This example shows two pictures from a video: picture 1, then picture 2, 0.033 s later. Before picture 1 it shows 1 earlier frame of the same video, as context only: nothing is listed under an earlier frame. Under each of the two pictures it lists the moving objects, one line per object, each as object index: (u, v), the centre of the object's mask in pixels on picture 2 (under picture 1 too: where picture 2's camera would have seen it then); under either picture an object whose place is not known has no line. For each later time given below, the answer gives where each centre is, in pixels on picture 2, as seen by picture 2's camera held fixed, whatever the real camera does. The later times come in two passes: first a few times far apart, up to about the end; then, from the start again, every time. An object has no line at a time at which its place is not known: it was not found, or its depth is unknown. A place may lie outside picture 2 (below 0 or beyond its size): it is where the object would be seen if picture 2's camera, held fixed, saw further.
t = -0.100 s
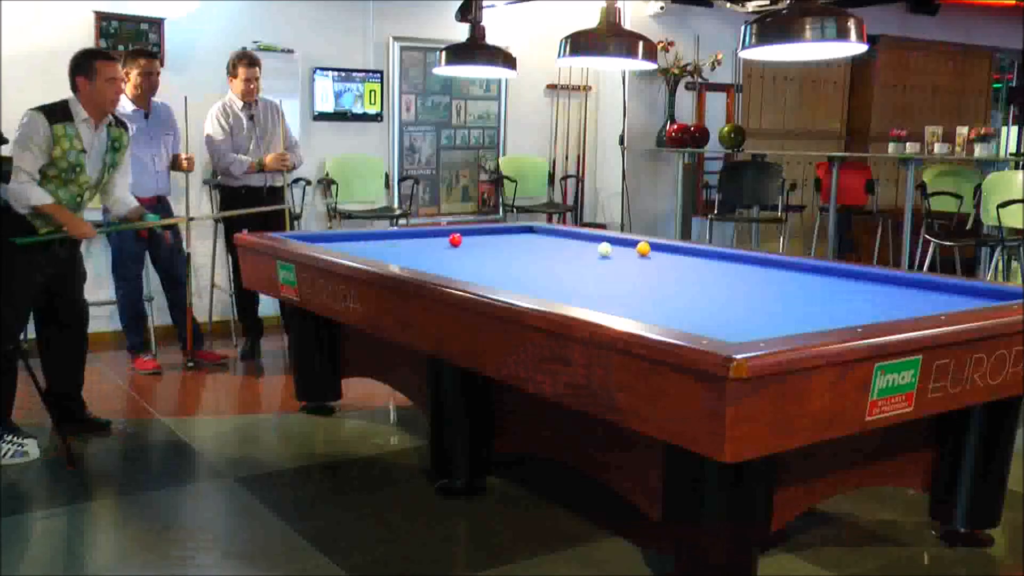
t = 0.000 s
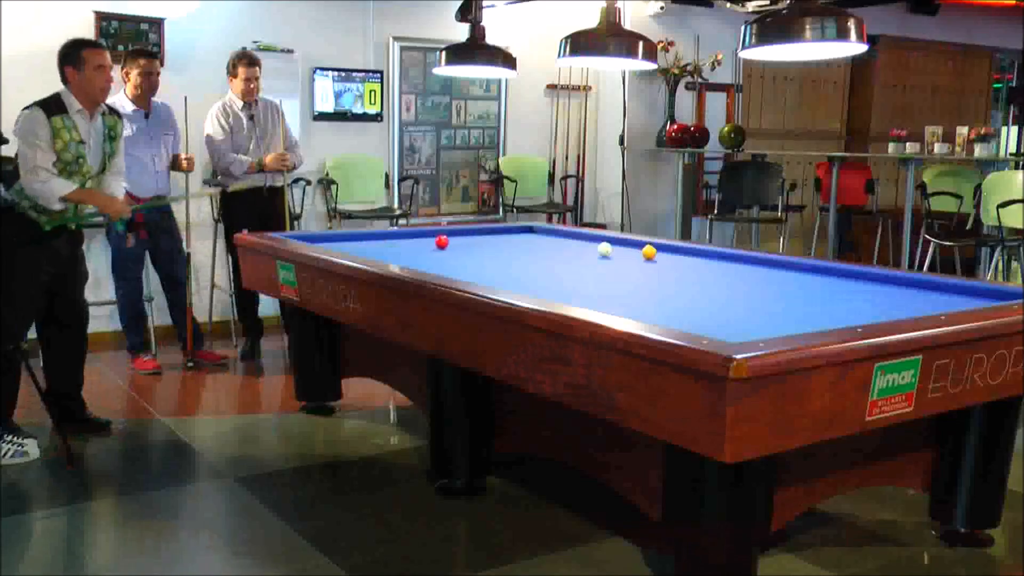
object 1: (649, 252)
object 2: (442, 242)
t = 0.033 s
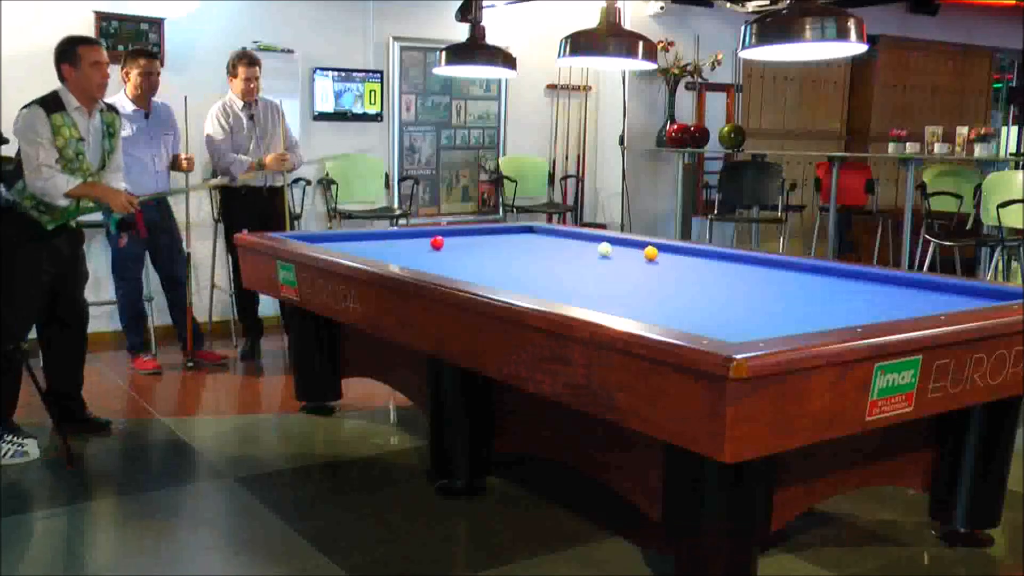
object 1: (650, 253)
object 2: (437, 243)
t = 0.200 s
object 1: (661, 260)
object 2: (413, 247)
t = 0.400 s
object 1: (674, 268)
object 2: (382, 251)
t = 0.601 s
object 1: (690, 277)
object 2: (371, 253)
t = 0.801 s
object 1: (708, 288)
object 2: (401, 255)
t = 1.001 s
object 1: (728, 300)
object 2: (429, 255)
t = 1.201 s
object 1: (752, 315)
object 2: (457, 254)
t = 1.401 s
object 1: (779, 327)
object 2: (484, 254)
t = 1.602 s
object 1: (714, 327)
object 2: (510, 254)
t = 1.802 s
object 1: (676, 320)
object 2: (535, 254)
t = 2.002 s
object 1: (665, 313)
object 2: (560, 254)
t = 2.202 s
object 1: (656, 305)
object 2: (584, 254)
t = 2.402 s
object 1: (648, 298)
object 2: (608, 254)
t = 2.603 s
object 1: (641, 291)
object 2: (631, 254)
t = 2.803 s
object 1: (634, 285)
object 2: (653, 254)
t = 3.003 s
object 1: (628, 279)
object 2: (674, 253)
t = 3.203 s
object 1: (623, 274)
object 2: (695, 253)
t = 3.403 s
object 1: (618, 269)
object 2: (715, 254)
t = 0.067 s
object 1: (653, 255)
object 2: (432, 243)
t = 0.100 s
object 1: (655, 256)
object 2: (427, 245)
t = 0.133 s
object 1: (657, 257)
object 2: (423, 245)
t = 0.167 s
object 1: (659, 258)
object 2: (418, 246)
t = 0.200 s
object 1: (661, 260)
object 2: (413, 247)
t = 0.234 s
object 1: (663, 261)
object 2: (408, 247)
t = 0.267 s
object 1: (665, 263)
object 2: (403, 248)
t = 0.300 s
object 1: (667, 264)
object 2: (398, 249)
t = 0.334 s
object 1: (670, 265)
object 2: (392, 250)
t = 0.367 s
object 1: (672, 266)
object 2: (387, 251)
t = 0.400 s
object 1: (674, 268)
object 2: (382, 251)
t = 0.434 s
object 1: (677, 269)
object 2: (376, 252)
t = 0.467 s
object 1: (679, 271)
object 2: (371, 252)
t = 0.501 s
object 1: (682, 272)
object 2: (365, 252)
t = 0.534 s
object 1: (685, 274)
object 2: (360, 252)
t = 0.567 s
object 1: (687, 276)
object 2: (364, 252)
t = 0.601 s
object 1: (690, 277)
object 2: (371, 253)
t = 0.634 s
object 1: (693, 279)
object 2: (376, 253)
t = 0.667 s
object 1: (696, 281)
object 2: (382, 254)
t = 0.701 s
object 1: (699, 283)
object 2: (387, 254)
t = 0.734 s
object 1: (702, 284)
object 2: (392, 255)
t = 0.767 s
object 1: (705, 286)
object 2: (397, 255)
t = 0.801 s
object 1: (708, 288)
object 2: (401, 255)
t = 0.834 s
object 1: (711, 290)
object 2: (406, 255)
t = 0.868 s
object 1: (714, 292)
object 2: (411, 255)
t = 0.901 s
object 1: (718, 294)
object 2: (415, 255)
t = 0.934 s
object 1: (721, 296)
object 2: (420, 255)
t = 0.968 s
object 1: (724, 298)
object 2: (425, 255)
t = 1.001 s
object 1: (728, 300)
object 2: (429, 255)
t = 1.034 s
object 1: (732, 302)
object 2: (434, 255)
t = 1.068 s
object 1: (735, 305)
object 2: (439, 254)
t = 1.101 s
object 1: (739, 307)
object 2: (443, 254)
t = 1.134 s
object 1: (743, 310)
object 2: (448, 255)
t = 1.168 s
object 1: (747, 312)
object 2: (452, 254)
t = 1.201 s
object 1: (752, 315)
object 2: (457, 254)
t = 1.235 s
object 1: (756, 317)
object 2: (461, 254)
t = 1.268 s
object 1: (760, 320)
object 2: (466, 254)
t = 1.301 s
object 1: (765, 323)
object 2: (470, 254)
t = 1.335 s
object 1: (770, 324)
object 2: (475, 254)
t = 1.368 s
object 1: (774, 326)
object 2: (479, 254)
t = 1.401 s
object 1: (779, 327)
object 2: (484, 254)
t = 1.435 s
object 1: (781, 328)
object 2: (488, 254)
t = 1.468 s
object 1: (765, 329)
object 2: (493, 254)
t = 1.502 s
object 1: (751, 329)
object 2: (497, 254)
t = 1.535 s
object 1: (738, 330)
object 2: (501, 254)
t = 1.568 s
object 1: (726, 329)
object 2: (506, 254)
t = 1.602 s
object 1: (714, 327)
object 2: (510, 254)
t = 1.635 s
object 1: (702, 326)
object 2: (514, 254)
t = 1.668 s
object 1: (690, 325)
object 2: (519, 254)
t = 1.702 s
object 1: (680, 323)
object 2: (523, 254)
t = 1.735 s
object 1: (679, 322)
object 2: (527, 254)
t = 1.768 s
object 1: (678, 321)
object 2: (531, 254)
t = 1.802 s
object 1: (676, 320)
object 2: (535, 254)
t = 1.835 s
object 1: (674, 319)
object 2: (540, 254)
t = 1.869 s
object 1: (672, 318)
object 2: (544, 254)
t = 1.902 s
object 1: (671, 317)
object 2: (548, 254)
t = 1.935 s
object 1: (669, 316)
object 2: (552, 254)
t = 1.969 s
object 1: (667, 314)
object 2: (556, 254)
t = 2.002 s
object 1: (665, 313)
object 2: (560, 254)
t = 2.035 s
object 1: (664, 312)
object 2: (564, 254)
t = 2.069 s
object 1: (662, 311)
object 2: (568, 254)
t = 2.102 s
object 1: (661, 309)
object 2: (573, 254)
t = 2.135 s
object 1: (659, 308)
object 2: (576, 254)
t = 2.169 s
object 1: (658, 307)
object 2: (580, 254)
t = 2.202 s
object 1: (656, 305)
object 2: (584, 254)
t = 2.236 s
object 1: (655, 304)
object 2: (588, 254)
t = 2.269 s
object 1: (653, 303)
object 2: (592, 254)
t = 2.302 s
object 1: (652, 301)
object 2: (596, 254)
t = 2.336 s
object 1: (651, 300)
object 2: (600, 254)
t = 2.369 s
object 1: (649, 299)
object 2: (604, 254)
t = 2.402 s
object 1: (648, 298)
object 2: (608, 254)
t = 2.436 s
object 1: (647, 296)
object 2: (612, 254)
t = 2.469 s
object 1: (646, 295)
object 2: (616, 254)
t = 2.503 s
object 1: (644, 294)
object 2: (619, 254)
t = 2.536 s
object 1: (643, 293)
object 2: (623, 254)
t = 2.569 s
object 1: (642, 292)
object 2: (627, 254)
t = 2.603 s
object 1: (641, 291)
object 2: (631, 254)
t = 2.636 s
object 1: (640, 290)
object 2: (634, 253)
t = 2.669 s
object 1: (639, 289)
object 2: (638, 254)
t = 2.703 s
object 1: (637, 288)
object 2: (642, 254)
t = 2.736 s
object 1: (636, 287)
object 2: (646, 254)
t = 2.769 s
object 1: (635, 286)
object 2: (649, 254)
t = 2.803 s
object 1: (634, 285)
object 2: (653, 254)
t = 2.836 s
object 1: (633, 284)
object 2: (657, 253)
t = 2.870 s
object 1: (632, 283)
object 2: (660, 253)
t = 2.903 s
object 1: (631, 282)
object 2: (664, 253)
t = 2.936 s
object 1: (630, 281)
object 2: (667, 254)
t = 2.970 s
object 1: (630, 280)
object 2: (671, 253)
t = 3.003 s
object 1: (628, 279)
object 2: (674, 253)
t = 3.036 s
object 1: (628, 278)
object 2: (678, 253)
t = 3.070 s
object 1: (627, 277)
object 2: (681, 253)
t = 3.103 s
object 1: (626, 277)
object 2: (685, 253)
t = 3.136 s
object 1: (625, 276)
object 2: (688, 254)
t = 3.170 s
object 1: (624, 275)
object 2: (692, 254)
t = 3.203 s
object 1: (623, 274)
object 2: (695, 253)
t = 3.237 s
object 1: (622, 273)
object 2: (698, 253)
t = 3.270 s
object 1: (621, 272)
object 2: (702, 253)
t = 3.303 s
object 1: (620, 272)
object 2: (705, 253)
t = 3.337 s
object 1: (620, 271)
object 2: (708, 254)
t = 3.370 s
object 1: (619, 270)
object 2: (712, 253)
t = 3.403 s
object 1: (618, 269)
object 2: (715, 254)
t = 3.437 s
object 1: (617, 269)
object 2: (717, 253)
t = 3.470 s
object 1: (617, 268)
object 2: (717, 254)
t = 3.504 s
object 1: (616, 267)
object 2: (716, 254)
